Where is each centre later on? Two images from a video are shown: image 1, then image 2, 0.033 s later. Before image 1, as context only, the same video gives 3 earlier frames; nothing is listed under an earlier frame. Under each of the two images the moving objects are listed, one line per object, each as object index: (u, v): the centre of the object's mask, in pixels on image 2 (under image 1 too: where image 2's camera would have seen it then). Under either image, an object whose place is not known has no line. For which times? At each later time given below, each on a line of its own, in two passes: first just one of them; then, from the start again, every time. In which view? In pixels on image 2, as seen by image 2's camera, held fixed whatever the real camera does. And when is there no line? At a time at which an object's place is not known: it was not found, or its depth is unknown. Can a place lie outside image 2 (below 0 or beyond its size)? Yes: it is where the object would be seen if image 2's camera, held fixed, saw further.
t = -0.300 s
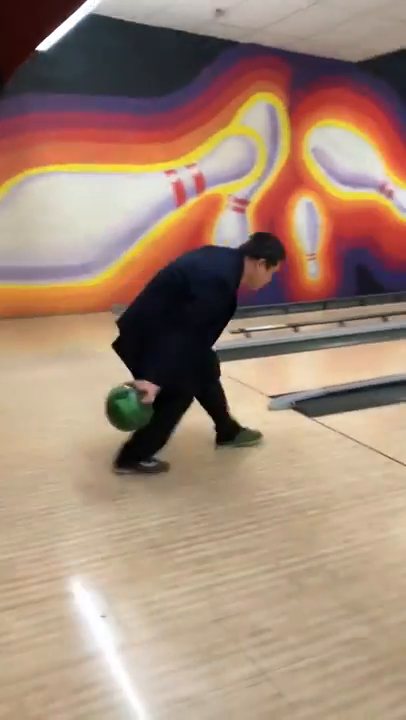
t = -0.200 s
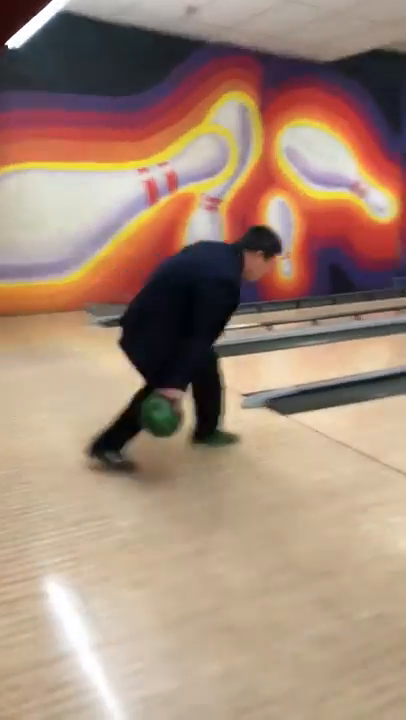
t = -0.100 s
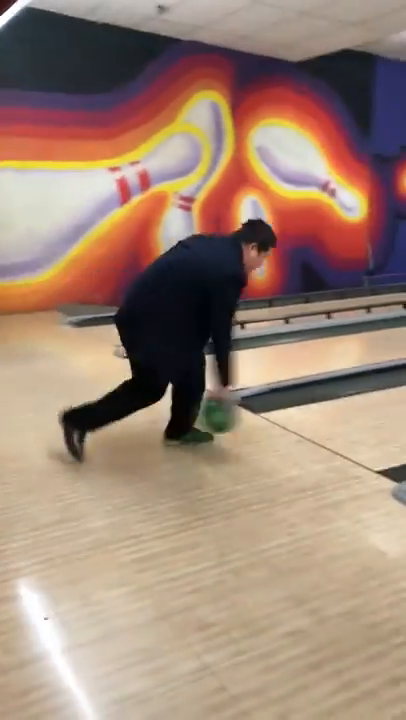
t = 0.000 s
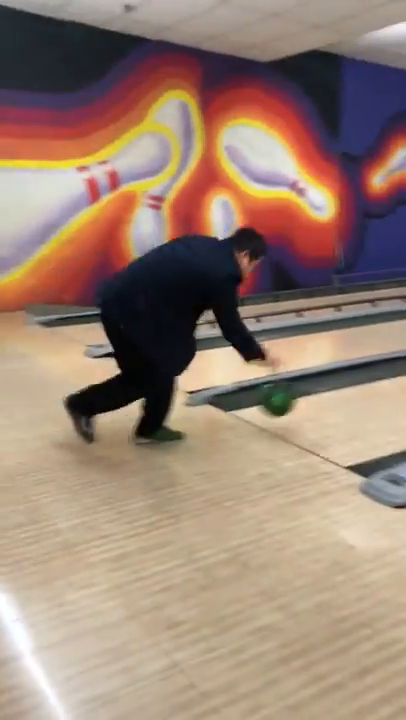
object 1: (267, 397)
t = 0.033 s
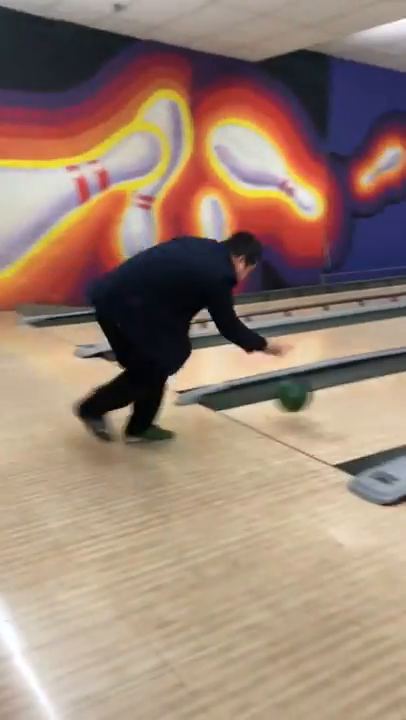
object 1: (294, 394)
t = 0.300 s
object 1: (466, 371)
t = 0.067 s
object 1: (319, 394)
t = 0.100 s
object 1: (343, 395)
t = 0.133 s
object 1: (365, 396)
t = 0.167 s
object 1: (388, 390)
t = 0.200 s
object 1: (409, 383)
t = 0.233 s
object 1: (429, 379)
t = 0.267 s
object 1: (448, 375)
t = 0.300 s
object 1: (466, 371)
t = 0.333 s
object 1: (484, 366)
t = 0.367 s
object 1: (500, 362)
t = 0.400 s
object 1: (516, 359)
